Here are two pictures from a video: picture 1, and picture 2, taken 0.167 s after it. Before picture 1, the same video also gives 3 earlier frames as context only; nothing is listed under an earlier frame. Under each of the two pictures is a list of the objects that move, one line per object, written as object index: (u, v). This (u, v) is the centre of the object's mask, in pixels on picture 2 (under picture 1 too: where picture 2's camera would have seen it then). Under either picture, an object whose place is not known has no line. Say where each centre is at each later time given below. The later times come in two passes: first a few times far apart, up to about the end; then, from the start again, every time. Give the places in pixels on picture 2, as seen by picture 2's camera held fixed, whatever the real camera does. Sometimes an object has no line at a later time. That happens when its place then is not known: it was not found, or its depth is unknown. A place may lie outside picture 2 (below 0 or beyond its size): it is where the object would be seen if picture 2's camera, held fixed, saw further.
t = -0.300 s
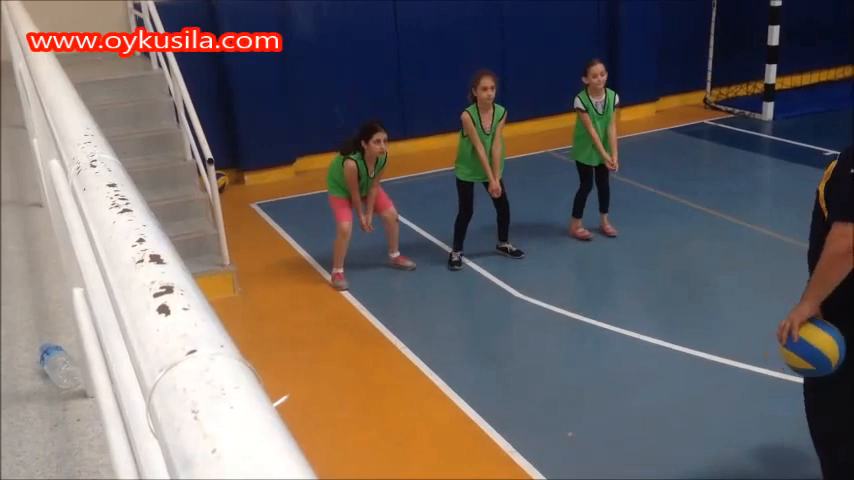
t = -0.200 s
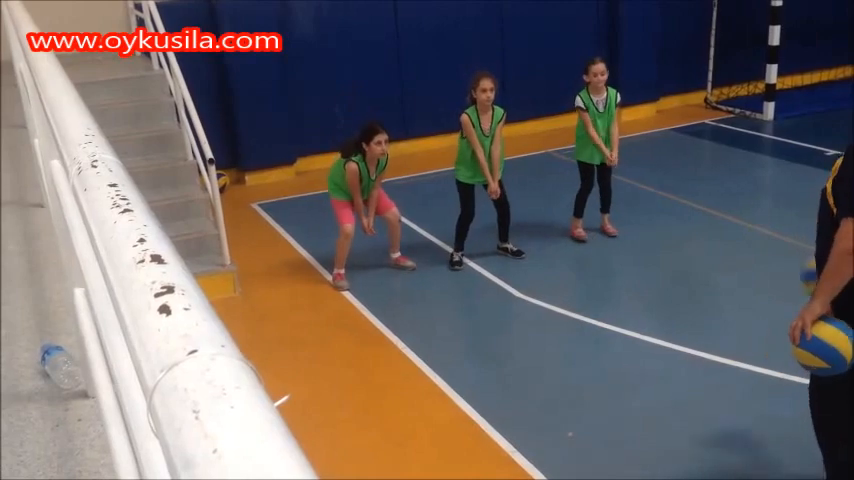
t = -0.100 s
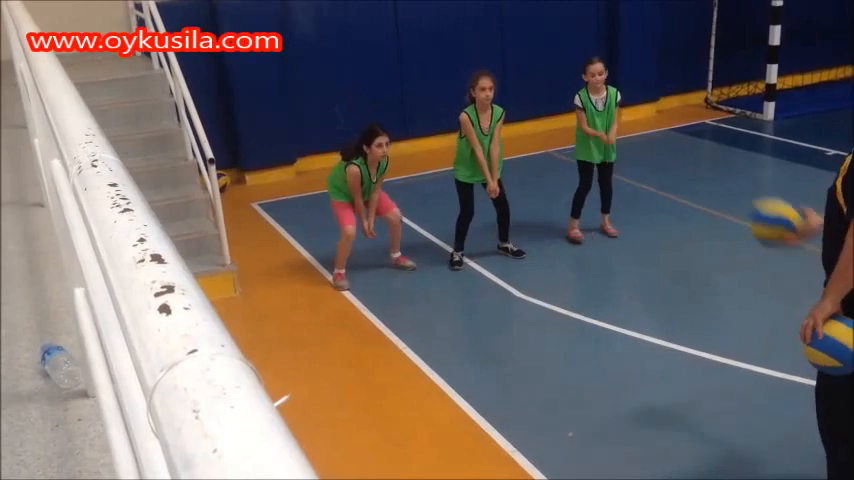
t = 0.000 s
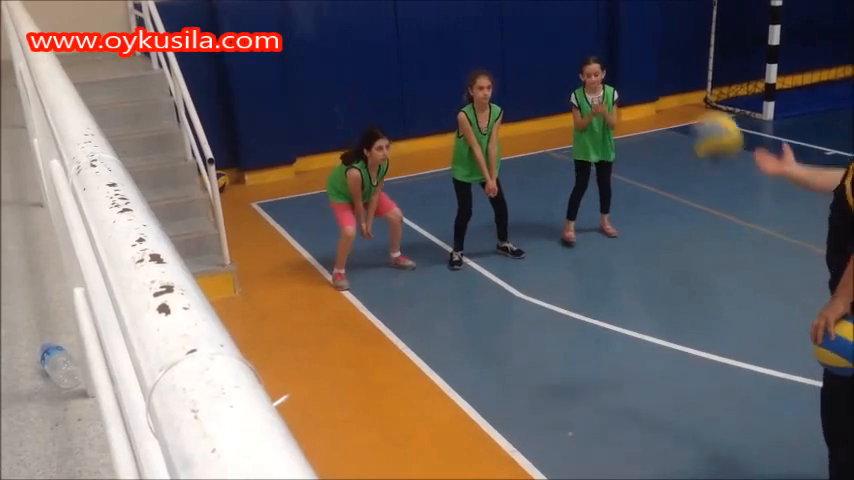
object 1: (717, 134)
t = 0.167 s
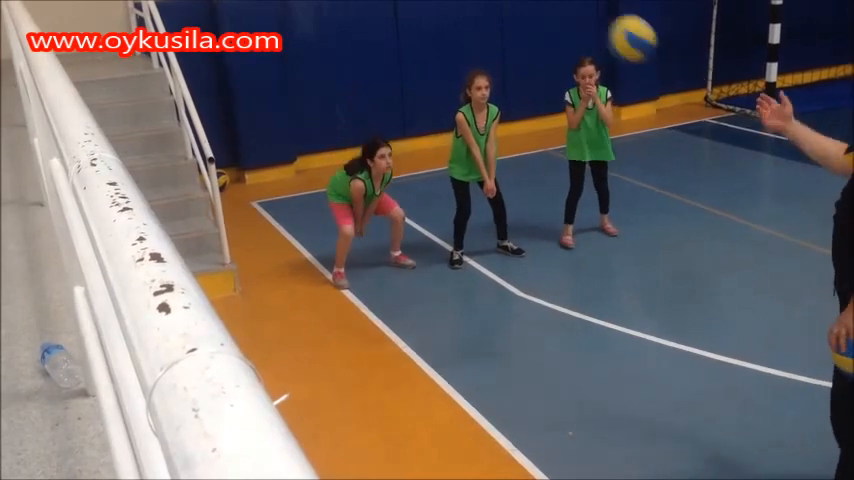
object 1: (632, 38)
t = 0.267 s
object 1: (584, 16)
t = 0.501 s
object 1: (491, 25)
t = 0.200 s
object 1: (615, 26)
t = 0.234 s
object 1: (599, 19)
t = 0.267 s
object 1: (584, 16)
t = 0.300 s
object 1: (569, 13)
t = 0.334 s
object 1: (554, 12)
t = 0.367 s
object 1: (540, 12)
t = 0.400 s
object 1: (527, 13)
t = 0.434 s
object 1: (515, 15)
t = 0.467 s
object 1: (503, 19)
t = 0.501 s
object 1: (491, 25)
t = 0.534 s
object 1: (480, 35)
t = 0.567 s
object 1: (469, 47)
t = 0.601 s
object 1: (458, 60)
